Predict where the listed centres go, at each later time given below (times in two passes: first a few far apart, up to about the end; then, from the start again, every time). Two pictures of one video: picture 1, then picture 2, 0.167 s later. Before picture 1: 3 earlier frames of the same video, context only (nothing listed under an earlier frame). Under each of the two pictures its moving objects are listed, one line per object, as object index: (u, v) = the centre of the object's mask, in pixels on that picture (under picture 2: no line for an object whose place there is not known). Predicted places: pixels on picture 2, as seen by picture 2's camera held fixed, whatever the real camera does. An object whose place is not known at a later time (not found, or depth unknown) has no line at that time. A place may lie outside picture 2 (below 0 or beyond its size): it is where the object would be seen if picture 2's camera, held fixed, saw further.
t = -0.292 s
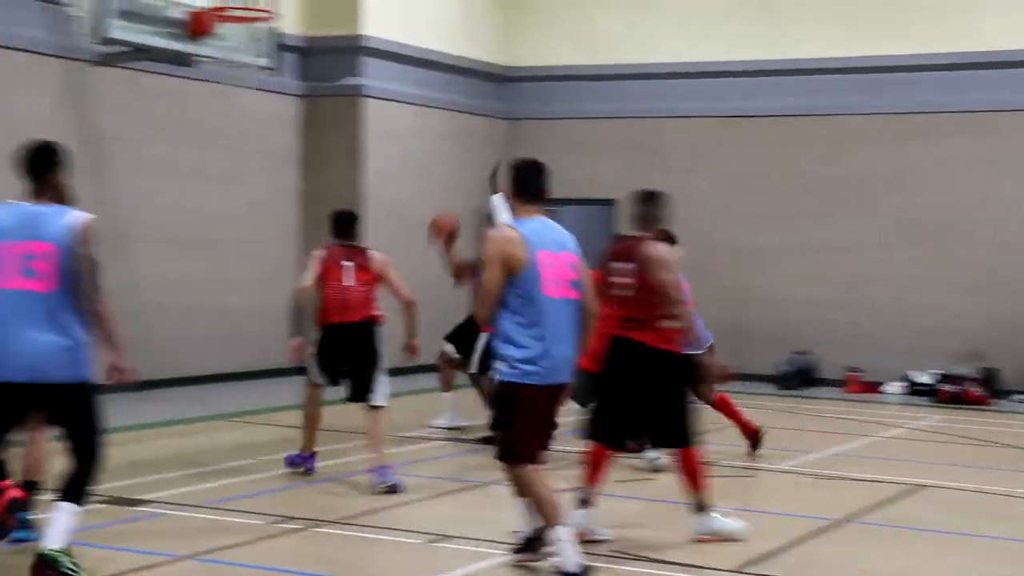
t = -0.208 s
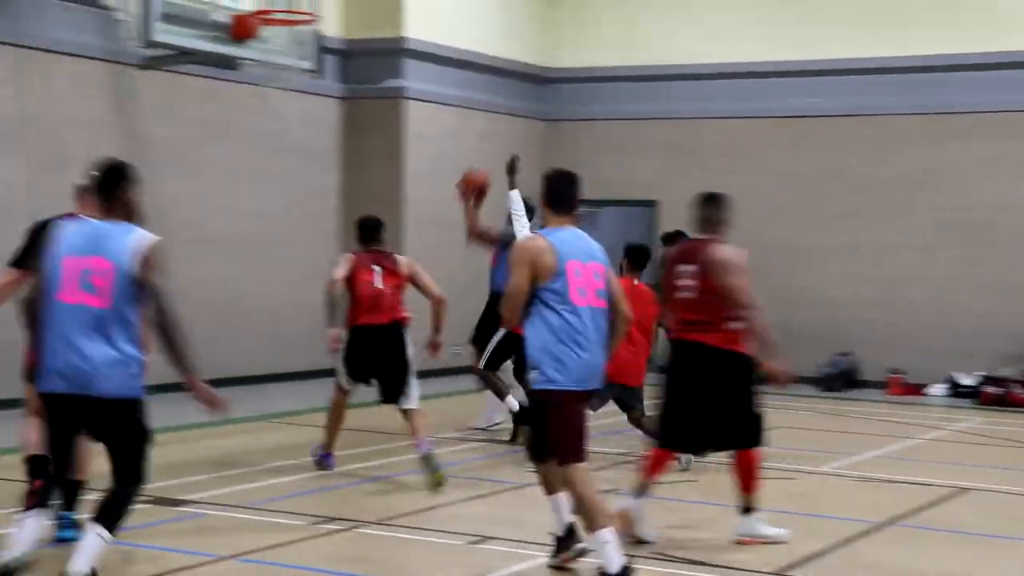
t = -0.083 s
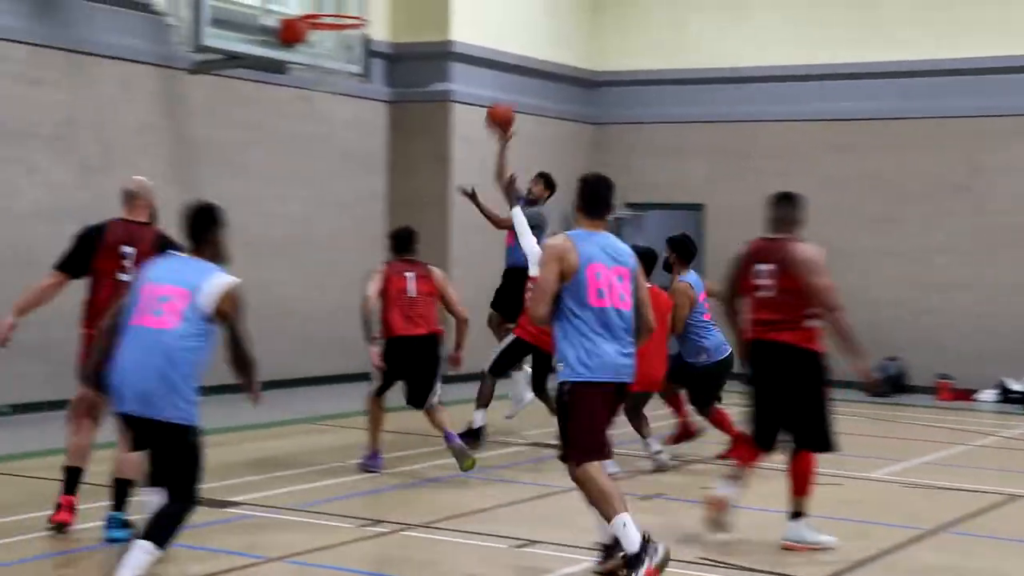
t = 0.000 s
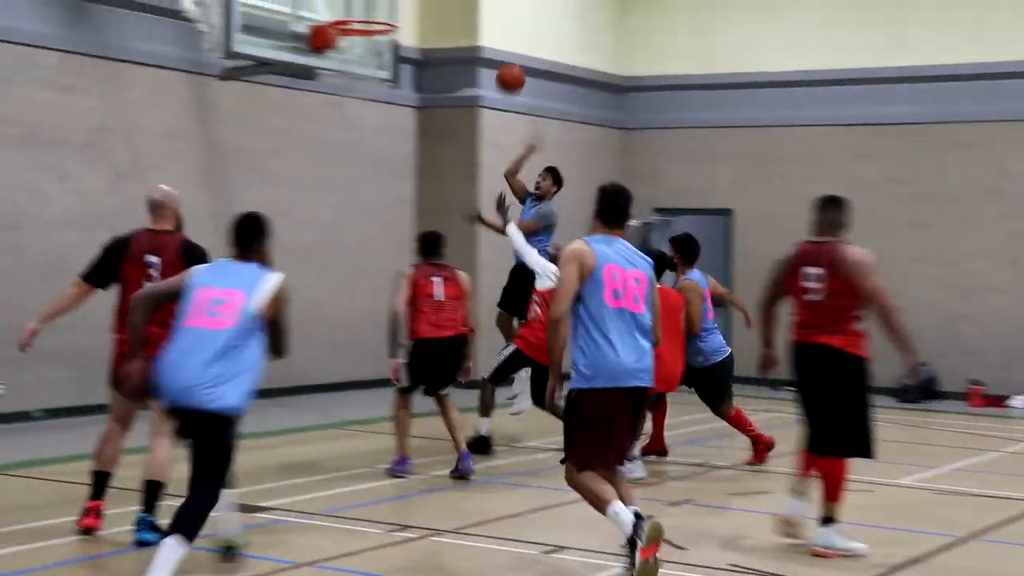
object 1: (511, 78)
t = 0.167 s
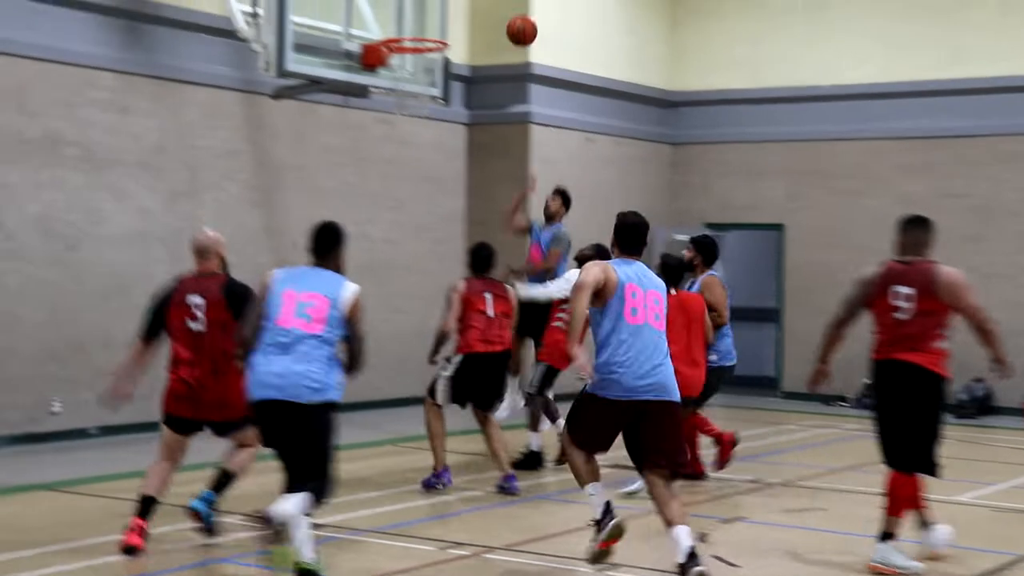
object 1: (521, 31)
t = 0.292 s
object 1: (491, 3)
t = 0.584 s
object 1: (412, 18)
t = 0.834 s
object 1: (413, 28)
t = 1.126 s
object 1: (392, 24)
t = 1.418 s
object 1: (406, 30)
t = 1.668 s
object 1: (421, 96)
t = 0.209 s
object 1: (511, 19)
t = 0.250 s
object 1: (501, 10)
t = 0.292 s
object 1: (491, 3)
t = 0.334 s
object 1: (480, -2)
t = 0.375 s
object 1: (469, -4)
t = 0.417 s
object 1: (458, -5)
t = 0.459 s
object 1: (448, -3)
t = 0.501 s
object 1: (436, 2)
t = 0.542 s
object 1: (425, 9)
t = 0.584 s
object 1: (412, 18)
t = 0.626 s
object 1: (400, 27)
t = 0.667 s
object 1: (407, 30)
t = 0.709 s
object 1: (427, 31)
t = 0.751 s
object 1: (427, 30)
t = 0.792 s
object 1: (420, 29)
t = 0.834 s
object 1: (413, 28)
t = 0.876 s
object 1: (409, 24)
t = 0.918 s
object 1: (405, 20)
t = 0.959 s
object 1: (401, 17)
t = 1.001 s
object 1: (398, 17)
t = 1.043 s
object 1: (395, 18)
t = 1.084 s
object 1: (392, 22)
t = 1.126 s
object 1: (392, 24)
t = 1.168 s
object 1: (392, 26)
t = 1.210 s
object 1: (395, 24)
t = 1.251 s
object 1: (396, 23)
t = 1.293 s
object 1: (398, 23)
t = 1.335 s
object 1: (400, 25)
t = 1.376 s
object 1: (403, 28)
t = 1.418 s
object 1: (406, 30)
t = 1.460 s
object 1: (408, 32)
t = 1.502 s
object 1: (411, 49)
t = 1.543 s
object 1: (414, 58)
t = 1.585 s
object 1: (417, 70)
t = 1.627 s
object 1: (419, 84)
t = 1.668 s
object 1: (421, 96)
